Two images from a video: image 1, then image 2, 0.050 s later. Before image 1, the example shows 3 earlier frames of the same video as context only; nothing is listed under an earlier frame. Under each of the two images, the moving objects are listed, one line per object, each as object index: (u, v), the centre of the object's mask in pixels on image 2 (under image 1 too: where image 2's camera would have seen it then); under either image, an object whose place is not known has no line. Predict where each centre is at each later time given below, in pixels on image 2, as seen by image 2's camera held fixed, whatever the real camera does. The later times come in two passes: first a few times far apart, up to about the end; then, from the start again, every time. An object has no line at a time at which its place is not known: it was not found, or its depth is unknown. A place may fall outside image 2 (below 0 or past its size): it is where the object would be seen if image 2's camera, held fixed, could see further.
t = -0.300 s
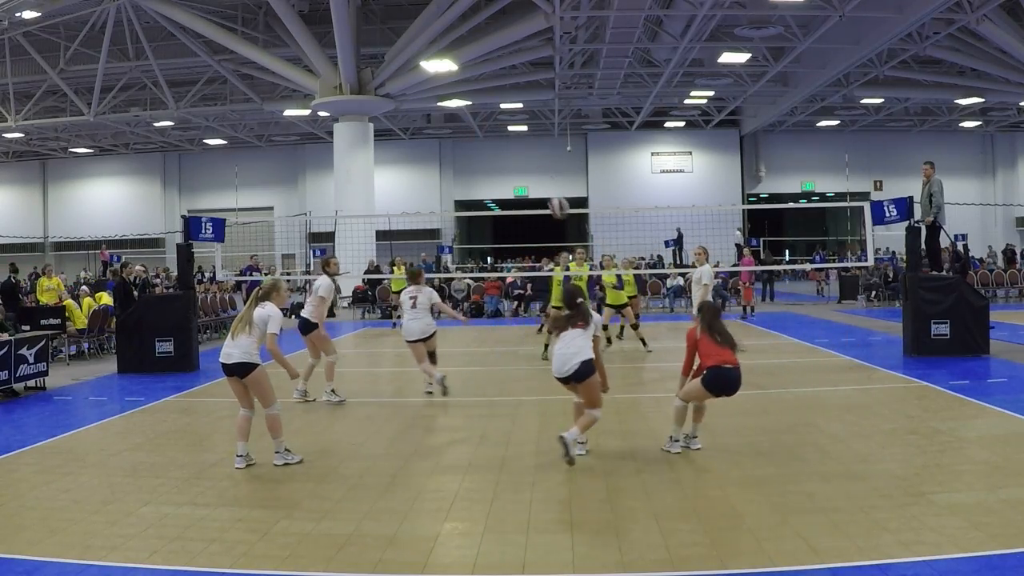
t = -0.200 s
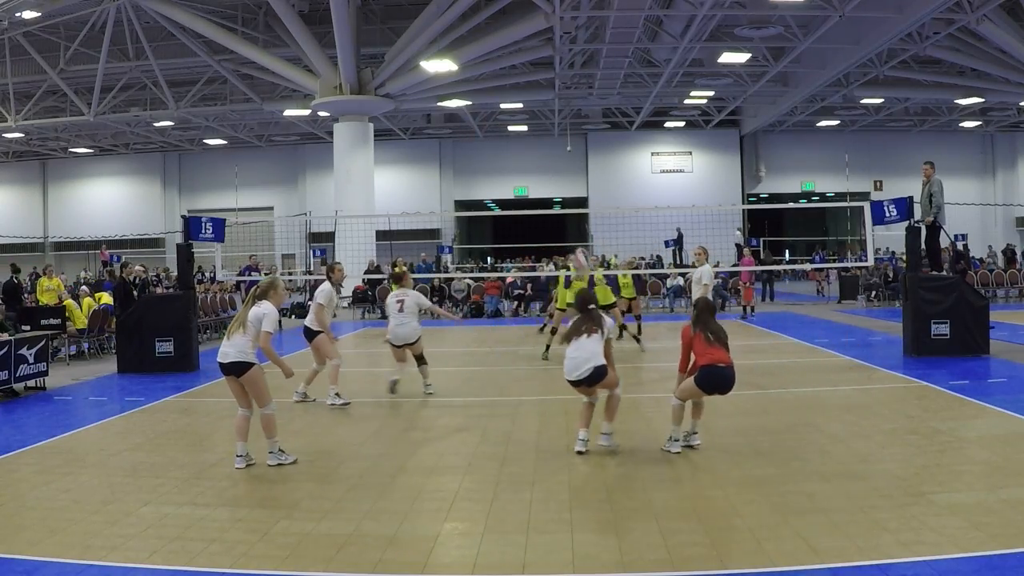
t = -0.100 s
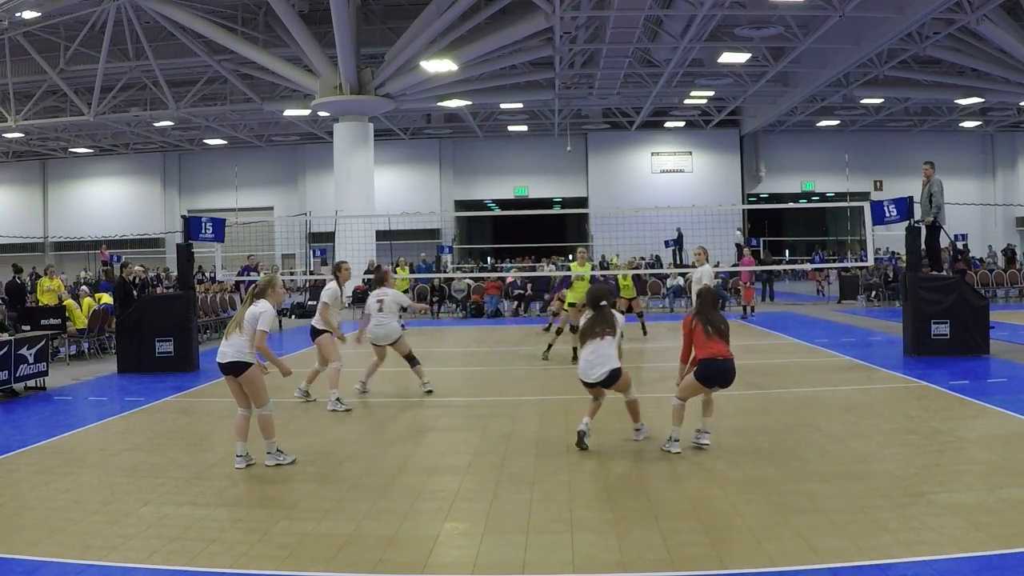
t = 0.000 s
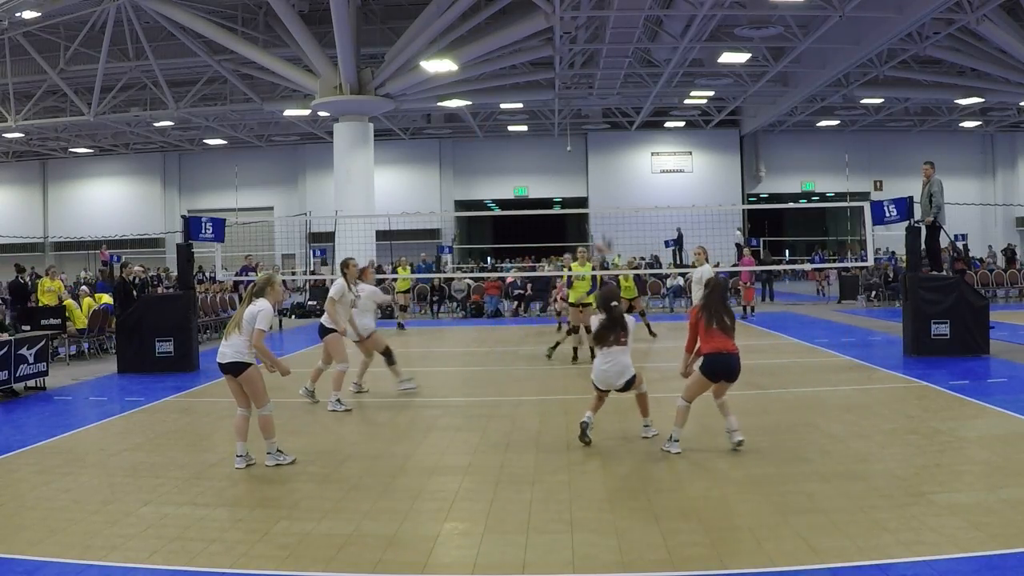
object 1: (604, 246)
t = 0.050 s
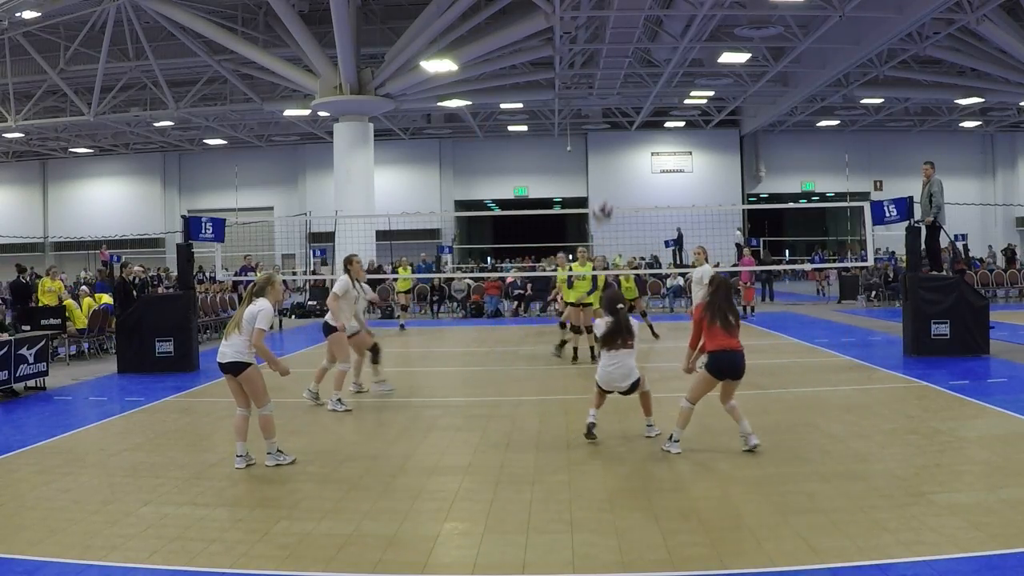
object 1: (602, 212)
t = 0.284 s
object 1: (597, 112)
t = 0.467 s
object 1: (595, 82)
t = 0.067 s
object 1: (603, 202)
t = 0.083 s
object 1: (601, 191)
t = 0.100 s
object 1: (602, 183)
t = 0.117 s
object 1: (601, 174)
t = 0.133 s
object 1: (600, 165)
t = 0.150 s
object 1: (599, 156)
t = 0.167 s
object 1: (599, 150)
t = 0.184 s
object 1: (598, 144)
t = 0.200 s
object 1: (598, 138)
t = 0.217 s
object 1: (598, 131)
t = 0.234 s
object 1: (598, 126)
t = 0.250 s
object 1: (598, 121)
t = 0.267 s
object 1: (598, 116)
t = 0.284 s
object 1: (597, 112)
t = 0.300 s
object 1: (597, 108)
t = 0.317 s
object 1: (597, 103)
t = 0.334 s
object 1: (597, 100)
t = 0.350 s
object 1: (597, 96)
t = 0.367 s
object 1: (597, 93)
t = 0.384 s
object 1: (597, 91)
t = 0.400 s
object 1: (596, 89)
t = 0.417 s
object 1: (596, 87)
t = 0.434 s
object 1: (596, 85)
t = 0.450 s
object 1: (596, 83)
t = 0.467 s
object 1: (595, 82)
